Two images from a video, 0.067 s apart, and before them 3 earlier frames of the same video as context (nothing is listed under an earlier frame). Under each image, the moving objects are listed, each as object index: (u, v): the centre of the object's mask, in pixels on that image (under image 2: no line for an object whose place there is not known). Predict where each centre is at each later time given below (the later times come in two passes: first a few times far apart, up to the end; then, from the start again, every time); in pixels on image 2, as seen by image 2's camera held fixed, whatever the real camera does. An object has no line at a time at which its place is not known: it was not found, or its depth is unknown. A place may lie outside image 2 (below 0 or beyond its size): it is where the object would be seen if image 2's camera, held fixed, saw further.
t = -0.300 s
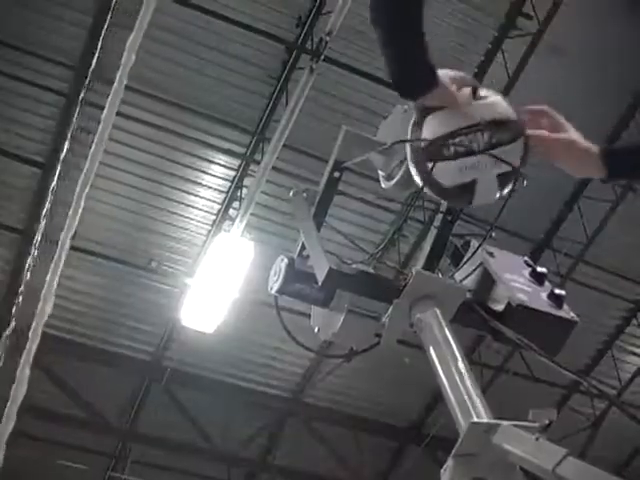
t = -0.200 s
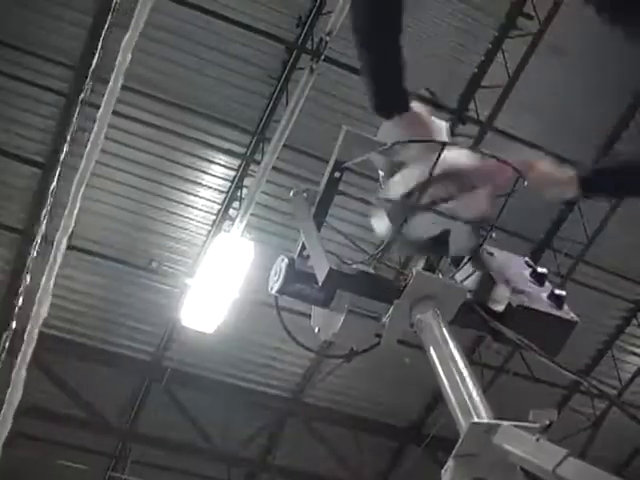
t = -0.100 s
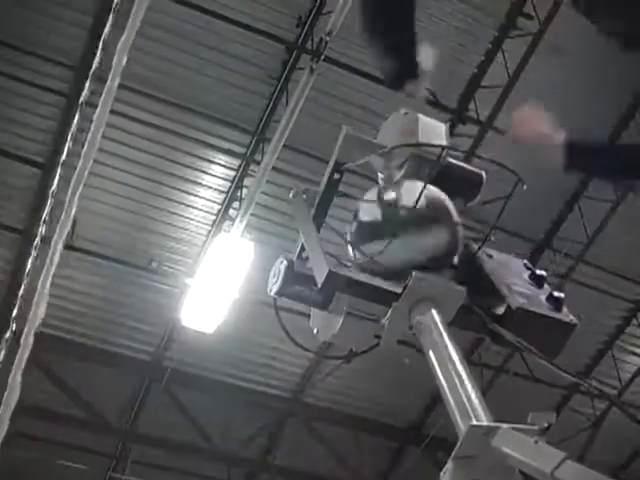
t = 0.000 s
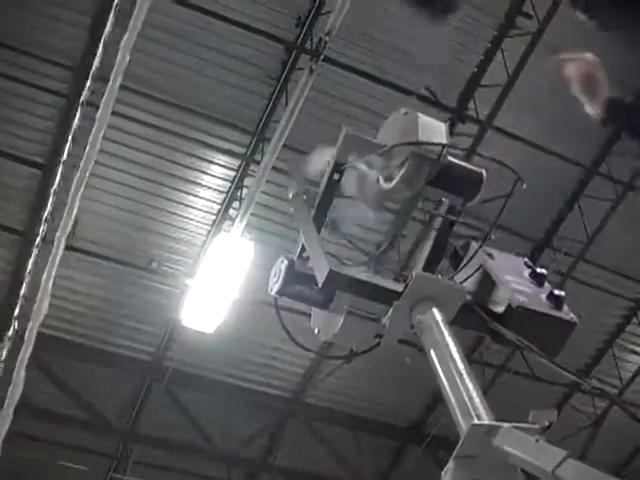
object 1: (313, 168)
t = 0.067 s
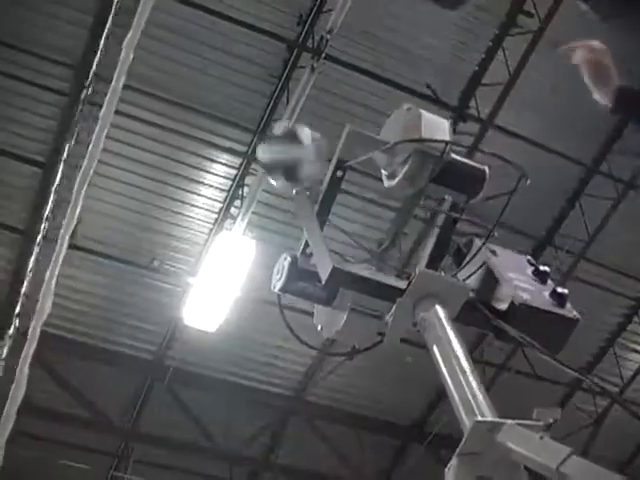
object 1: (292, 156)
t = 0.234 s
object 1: (237, 127)
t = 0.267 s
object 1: (232, 123)
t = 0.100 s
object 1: (275, 145)
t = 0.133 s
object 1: (263, 137)
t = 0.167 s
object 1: (249, 133)
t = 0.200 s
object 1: (246, 128)
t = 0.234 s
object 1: (237, 127)
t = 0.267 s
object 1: (232, 123)
